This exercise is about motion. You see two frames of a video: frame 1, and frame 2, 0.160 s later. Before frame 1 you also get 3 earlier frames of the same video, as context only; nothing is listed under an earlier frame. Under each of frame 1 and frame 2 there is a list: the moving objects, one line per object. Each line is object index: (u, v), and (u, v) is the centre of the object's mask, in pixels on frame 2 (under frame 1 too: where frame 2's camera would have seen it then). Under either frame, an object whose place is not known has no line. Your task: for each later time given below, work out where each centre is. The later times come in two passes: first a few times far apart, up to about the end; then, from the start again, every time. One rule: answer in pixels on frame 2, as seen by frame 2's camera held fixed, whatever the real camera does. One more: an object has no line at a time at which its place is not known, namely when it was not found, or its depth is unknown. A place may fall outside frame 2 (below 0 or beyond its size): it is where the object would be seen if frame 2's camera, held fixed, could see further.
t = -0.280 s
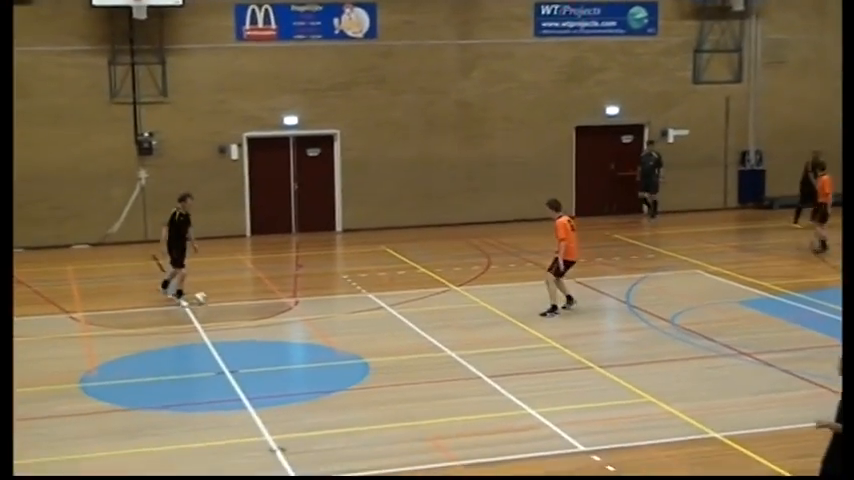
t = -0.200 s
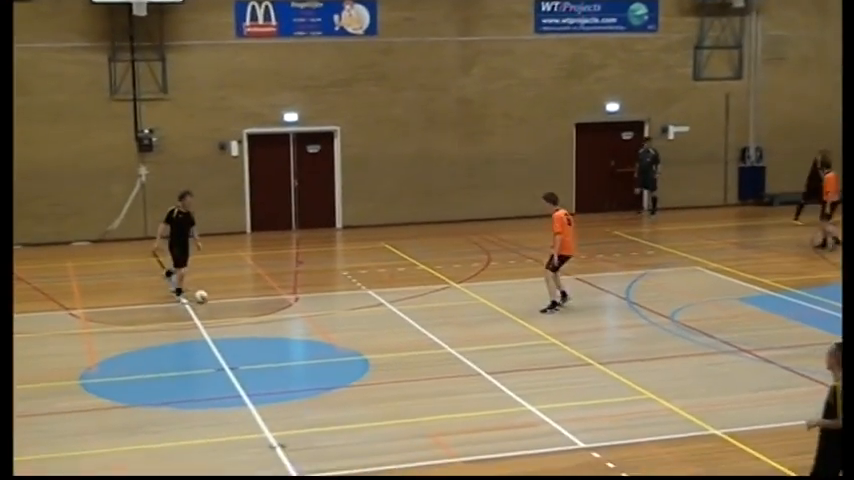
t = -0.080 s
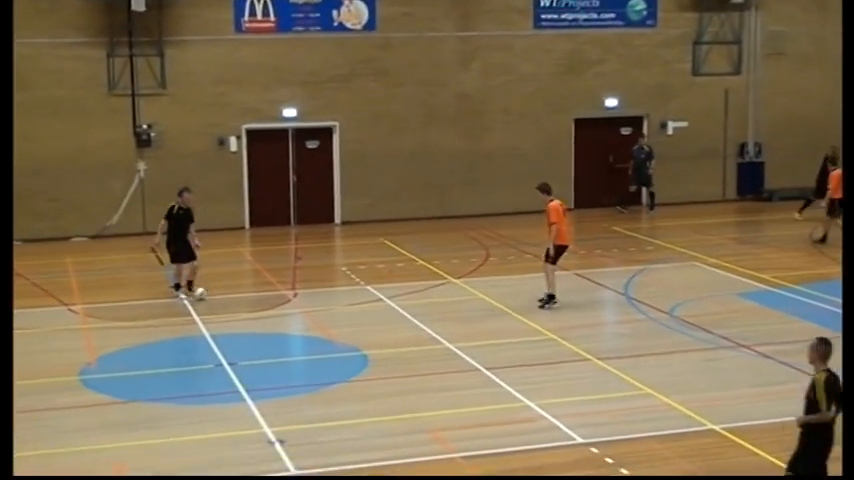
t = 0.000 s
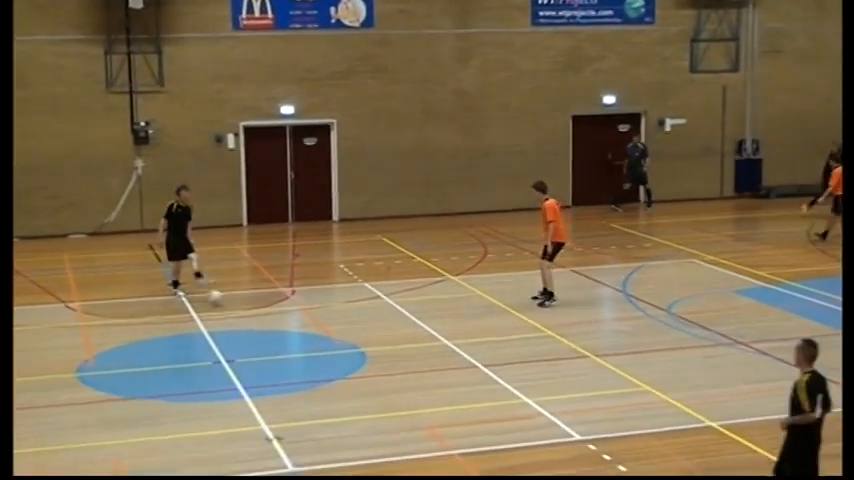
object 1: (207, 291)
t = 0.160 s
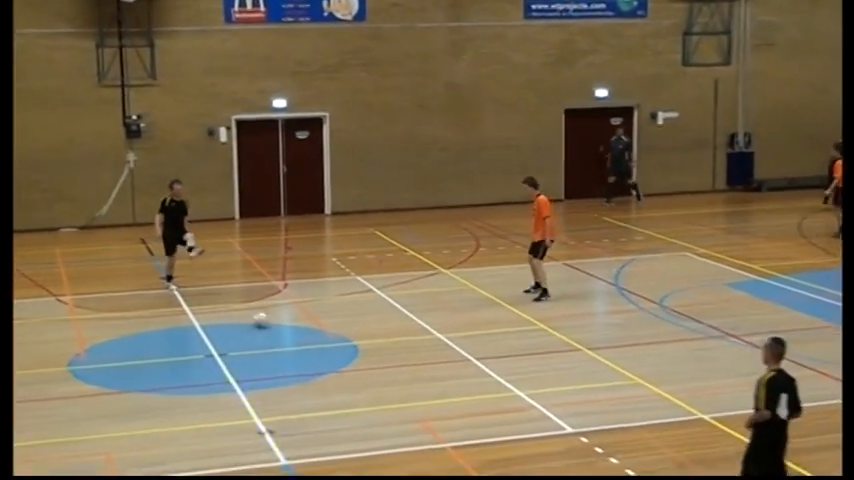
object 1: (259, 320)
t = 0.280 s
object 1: (295, 341)
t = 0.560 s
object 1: (404, 397)
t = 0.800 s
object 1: (501, 452)
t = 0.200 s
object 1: (273, 327)
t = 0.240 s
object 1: (286, 332)
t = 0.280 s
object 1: (295, 341)
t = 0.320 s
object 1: (312, 347)
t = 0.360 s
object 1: (328, 355)
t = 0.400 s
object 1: (342, 363)
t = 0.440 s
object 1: (357, 370)
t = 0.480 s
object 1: (372, 379)
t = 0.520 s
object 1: (388, 389)
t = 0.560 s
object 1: (404, 397)
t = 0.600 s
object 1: (420, 405)
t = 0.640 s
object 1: (435, 415)
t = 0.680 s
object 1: (452, 424)
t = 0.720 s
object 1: (468, 433)
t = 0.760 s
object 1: (485, 443)
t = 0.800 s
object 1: (501, 452)
